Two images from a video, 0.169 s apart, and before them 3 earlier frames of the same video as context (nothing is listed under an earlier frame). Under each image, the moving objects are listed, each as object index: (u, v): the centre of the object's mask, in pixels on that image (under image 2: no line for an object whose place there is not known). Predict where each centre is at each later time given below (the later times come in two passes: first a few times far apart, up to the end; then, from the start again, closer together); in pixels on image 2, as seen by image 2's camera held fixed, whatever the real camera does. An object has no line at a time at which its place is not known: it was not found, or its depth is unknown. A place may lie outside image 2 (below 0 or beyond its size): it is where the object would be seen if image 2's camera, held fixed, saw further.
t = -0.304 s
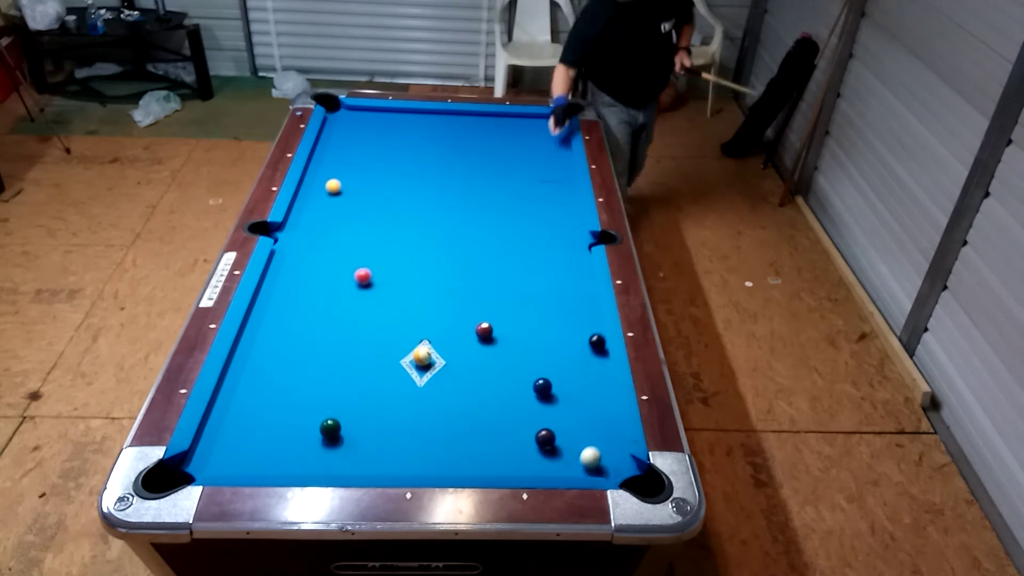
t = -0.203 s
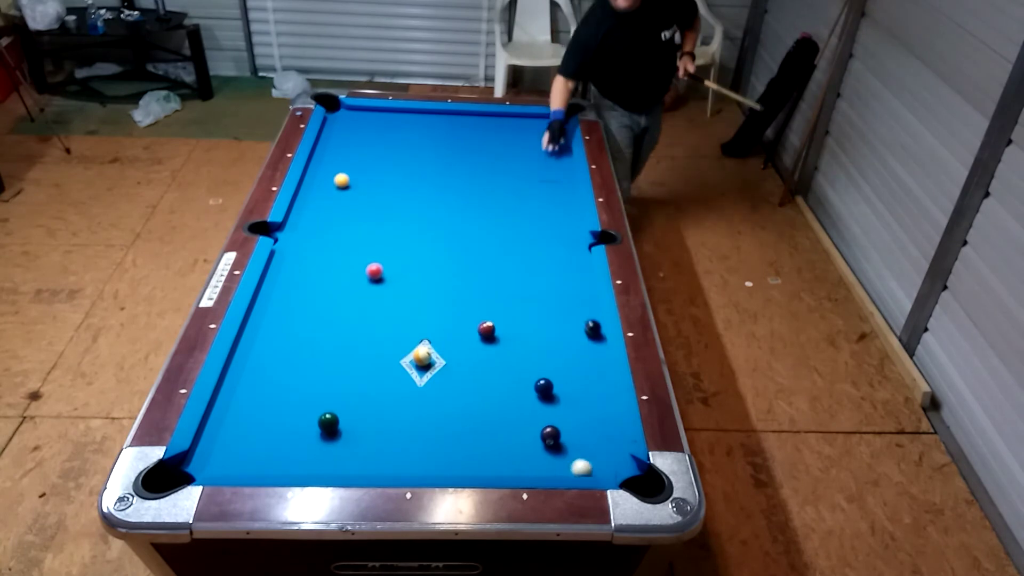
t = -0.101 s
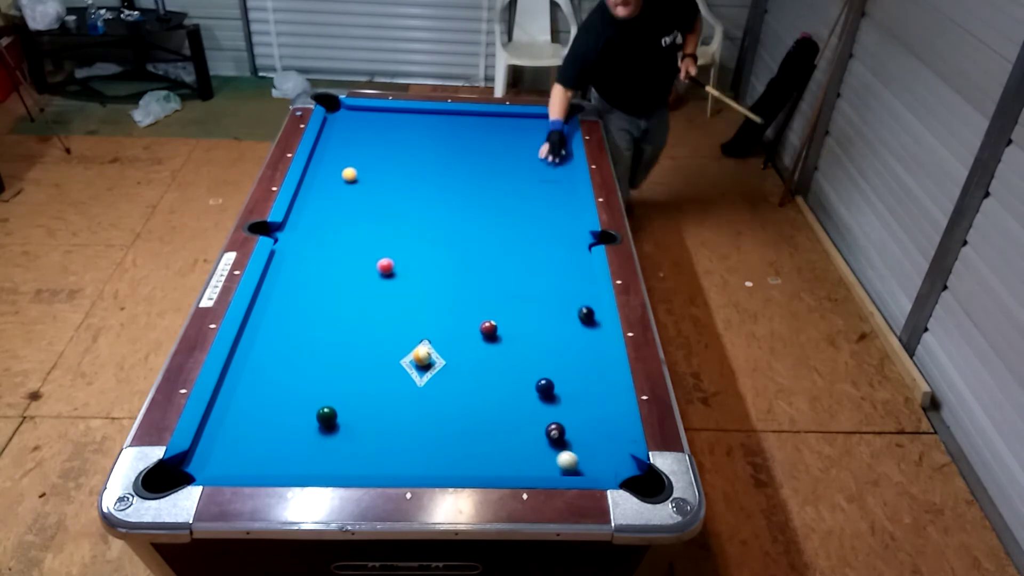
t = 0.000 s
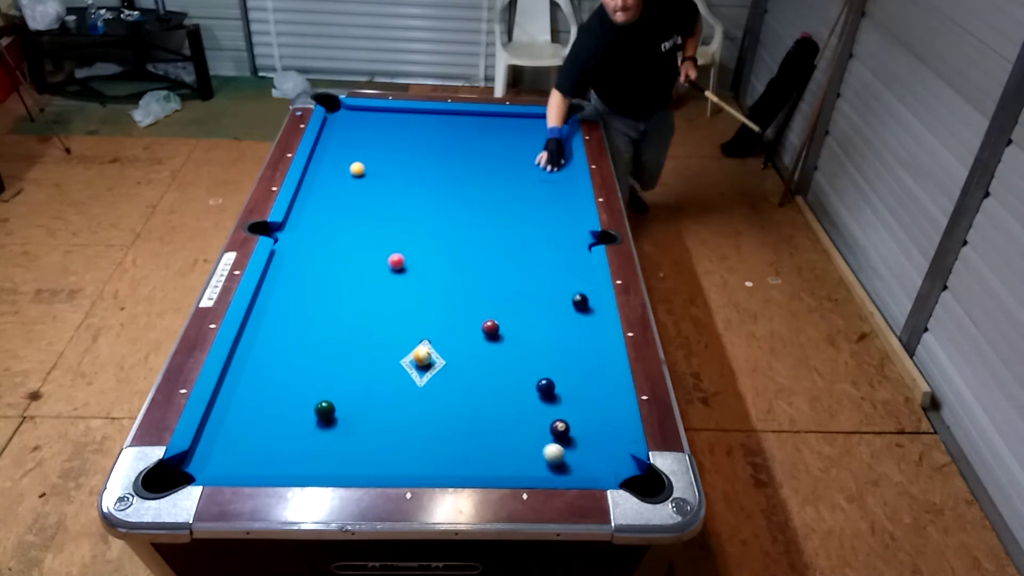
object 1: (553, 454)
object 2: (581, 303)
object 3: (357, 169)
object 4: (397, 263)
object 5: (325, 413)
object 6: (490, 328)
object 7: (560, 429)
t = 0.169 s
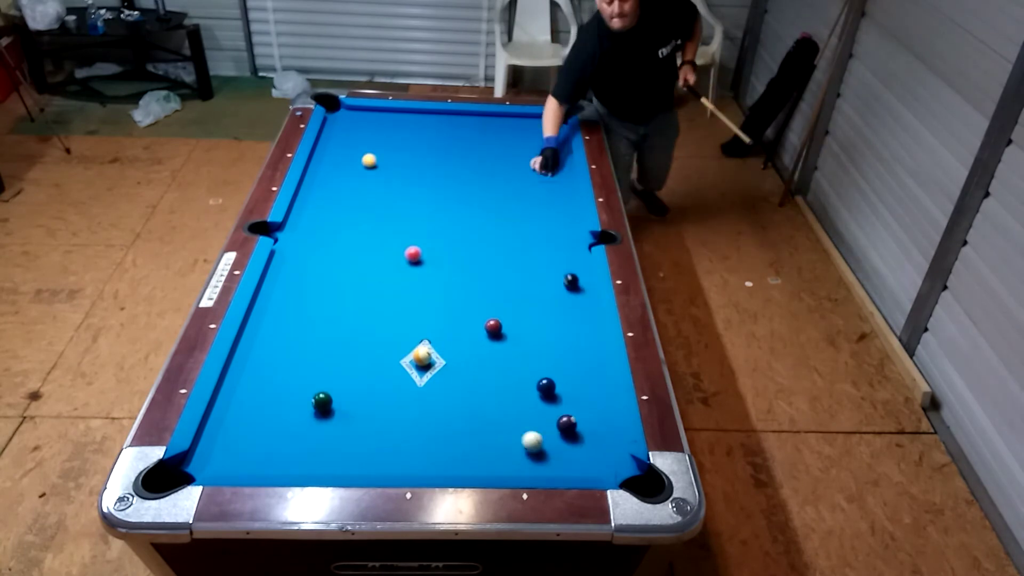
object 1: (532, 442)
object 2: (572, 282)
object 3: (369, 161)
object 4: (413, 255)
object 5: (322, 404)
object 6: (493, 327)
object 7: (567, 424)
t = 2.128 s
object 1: (361, 343)
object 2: (504, 135)
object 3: (463, 123)
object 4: (551, 194)
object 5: (304, 344)
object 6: (500, 324)
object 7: (602, 398)
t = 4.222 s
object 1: (279, 298)
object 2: (442, 138)
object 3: (504, 140)
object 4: (554, 173)
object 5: (301, 338)
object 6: (500, 325)
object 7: (602, 398)
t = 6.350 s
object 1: (272, 293)
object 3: (508, 141)
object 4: (554, 173)
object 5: (301, 338)
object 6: (500, 325)
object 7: (602, 397)
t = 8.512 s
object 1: (272, 293)
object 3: (508, 141)
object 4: (554, 173)
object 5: (301, 338)
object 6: (500, 325)
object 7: (602, 398)
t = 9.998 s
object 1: (272, 293)
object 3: (508, 141)
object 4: (554, 173)
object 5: (301, 338)
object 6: (500, 325)
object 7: (602, 398)
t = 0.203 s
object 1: (528, 440)
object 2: (570, 279)
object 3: (371, 159)
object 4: (417, 254)
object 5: (322, 402)
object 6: (494, 327)
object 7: (568, 424)
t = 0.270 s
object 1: (520, 435)
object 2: (566, 271)
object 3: (376, 156)
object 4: (423, 251)
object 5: (321, 399)
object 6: (495, 327)
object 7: (570, 422)
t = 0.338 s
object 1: (512, 430)
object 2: (563, 264)
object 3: (380, 153)
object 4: (429, 248)
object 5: (320, 395)
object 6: (496, 326)
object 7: (573, 420)
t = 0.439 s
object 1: (501, 424)
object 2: (558, 254)
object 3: (387, 148)
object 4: (438, 244)
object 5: (319, 391)
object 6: (497, 326)
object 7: (576, 418)
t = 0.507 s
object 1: (493, 420)
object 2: (555, 247)
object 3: (391, 145)
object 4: (444, 241)
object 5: (318, 388)
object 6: (498, 325)
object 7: (579, 416)
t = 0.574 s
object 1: (486, 415)
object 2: (552, 240)
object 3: (396, 142)
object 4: (450, 239)
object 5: (317, 385)
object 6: (498, 326)
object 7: (581, 415)
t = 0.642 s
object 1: (479, 411)
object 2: (549, 234)
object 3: (400, 139)
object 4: (455, 236)
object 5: (316, 382)
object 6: (499, 325)
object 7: (583, 414)
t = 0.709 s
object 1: (472, 407)
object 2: (546, 228)
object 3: (403, 137)
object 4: (461, 234)
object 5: (316, 379)
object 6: (499, 325)
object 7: (584, 412)
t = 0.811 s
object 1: (462, 401)
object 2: (542, 219)
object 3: (409, 133)
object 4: (469, 230)
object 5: (315, 375)
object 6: (499, 325)
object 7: (587, 411)
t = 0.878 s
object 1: (456, 398)
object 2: (540, 214)
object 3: (413, 130)
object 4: (474, 228)
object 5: (314, 373)
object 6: (500, 325)
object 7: (589, 410)
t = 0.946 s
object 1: (450, 394)
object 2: (537, 208)
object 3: (417, 128)
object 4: (479, 226)
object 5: (314, 370)
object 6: (500, 324)
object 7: (590, 409)
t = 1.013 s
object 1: (444, 390)
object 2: (535, 203)
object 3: (421, 125)
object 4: (484, 224)
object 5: (313, 368)
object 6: (500, 325)
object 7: (591, 408)
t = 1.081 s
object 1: (438, 387)
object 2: (532, 198)
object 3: (424, 123)
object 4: (488, 221)
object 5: (312, 366)
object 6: (500, 325)
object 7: (593, 408)
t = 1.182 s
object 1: (429, 381)
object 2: (529, 191)
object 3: (429, 120)
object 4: (496, 218)
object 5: (312, 364)
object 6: (500, 324)
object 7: (594, 405)
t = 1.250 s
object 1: (423, 377)
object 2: (527, 186)
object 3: (433, 117)
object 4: (500, 216)
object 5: (311, 361)
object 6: (500, 324)
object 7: (596, 405)
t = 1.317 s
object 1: (418, 375)
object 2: (525, 182)
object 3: (436, 115)
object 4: (504, 214)
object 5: (311, 359)
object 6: (500, 324)
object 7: (596, 403)
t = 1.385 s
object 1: (413, 372)
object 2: (523, 177)
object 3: (439, 113)
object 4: (509, 212)
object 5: (310, 358)
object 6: (500, 324)
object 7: (597, 402)
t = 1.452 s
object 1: (408, 369)
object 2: (521, 172)
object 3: (442, 113)
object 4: (513, 210)
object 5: (309, 356)
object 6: (500, 324)
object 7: (598, 402)
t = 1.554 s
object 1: (400, 365)
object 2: (518, 166)
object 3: (445, 115)
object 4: (519, 207)
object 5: (309, 354)
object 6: (500, 324)
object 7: (599, 400)
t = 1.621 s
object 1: (395, 362)
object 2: (516, 162)
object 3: (448, 116)
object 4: (523, 206)
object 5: (308, 352)
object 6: (500, 324)
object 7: (600, 400)
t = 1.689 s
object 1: (390, 359)
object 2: (514, 158)
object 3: (450, 117)
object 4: (527, 204)
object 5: (308, 351)
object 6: (500, 324)
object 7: (600, 400)
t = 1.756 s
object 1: (385, 357)
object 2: (512, 154)
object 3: (452, 118)
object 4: (531, 202)
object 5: (307, 350)
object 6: (500, 324)
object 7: (601, 399)
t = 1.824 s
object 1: (380, 354)
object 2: (511, 150)
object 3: (454, 119)
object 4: (535, 201)
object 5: (306, 349)
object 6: (500, 324)
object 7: (601, 399)
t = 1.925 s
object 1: (373, 350)
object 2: (508, 145)
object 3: (457, 121)
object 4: (540, 198)
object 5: (306, 347)
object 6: (500, 324)
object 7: (601, 398)
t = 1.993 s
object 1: (369, 348)
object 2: (507, 142)
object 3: (459, 122)
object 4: (544, 197)
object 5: (305, 346)
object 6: (500, 324)
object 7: (601, 398)
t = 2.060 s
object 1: (365, 346)
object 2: (505, 138)
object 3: (461, 122)
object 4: (547, 195)
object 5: (305, 345)
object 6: (500, 324)
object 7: (602, 398)
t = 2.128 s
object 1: (361, 343)
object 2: (504, 135)
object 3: (463, 123)
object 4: (551, 194)
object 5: (304, 344)
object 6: (500, 324)
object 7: (602, 398)
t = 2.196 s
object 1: (357, 341)
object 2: (502, 132)
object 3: (465, 124)
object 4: (554, 192)
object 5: (304, 343)
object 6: (500, 324)
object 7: (602, 398)
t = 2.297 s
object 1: (351, 338)
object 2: (500, 127)
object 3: (467, 126)
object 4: (559, 190)
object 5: (303, 342)
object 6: (500, 324)
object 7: (602, 398)
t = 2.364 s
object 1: (347, 336)
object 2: (499, 124)
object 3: (469, 127)
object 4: (562, 189)
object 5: (303, 341)
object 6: (500, 324)
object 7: (602, 398)
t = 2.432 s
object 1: (343, 334)
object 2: (497, 122)
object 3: (471, 127)
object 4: (565, 187)
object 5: (302, 341)
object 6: (500, 325)
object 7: (602, 398)
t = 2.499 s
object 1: (340, 331)
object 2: (496, 118)
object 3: (473, 128)
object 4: (568, 186)
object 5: (302, 340)
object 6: (500, 325)
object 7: (602, 398)
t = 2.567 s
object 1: (337, 330)
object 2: (495, 116)
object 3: (475, 129)
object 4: (571, 185)
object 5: (302, 340)
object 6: (500, 325)
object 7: (602, 398)
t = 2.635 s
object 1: (334, 328)
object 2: (492, 117)
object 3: (476, 130)
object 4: (571, 184)
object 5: (302, 339)
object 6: (500, 324)
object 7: (602, 398)
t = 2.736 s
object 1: (329, 325)
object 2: (488, 118)
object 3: (479, 131)
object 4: (569, 182)
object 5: (301, 339)
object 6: (500, 324)
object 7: (602, 398)
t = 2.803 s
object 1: (325, 323)
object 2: (485, 120)
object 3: (480, 132)
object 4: (567, 182)
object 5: (301, 339)
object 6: (500, 325)
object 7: (602, 398)
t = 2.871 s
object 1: (322, 321)
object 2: (482, 120)
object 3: (482, 133)
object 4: (566, 181)
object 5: (301, 339)
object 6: (500, 325)
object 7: (602, 398)
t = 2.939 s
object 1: (320, 320)
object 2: (479, 121)
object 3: (484, 133)
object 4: (564, 180)
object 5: (301, 339)
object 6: (500, 324)
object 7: (602, 397)
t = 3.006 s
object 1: (317, 318)
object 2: (477, 122)
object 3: (485, 134)
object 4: (563, 179)
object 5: (301, 338)
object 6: (500, 325)
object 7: (602, 398)
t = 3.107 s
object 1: (313, 316)
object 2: (474, 124)
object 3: (487, 134)
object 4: (562, 178)
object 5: (301, 338)
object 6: (500, 325)
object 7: (602, 398)
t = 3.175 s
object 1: (310, 314)
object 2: (471, 125)
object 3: (489, 135)
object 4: (560, 178)
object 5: (301, 338)
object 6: (500, 324)
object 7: (602, 398)
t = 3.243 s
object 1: (308, 313)
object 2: (468, 126)
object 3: (490, 135)
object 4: (559, 177)
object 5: (301, 338)
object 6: (500, 325)
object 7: (602, 398)
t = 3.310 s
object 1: (305, 311)
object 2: (466, 126)
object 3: (491, 136)
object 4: (558, 177)
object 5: (301, 338)
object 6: (500, 325)
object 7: (602, 398)
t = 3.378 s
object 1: (303, 310)
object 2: (464, 128)
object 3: (493, 136)
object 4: (558, 176)
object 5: (301, 338)
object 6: (500, 325)
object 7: (602, 398)
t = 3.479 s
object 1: (299, 308)
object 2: (461, 129)
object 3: (494, 137)
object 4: (557, 175)
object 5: (301, 338)
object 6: (500, 325)
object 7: (602, 398)
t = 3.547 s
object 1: (297, 307)
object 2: (459, 130)
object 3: (496, 137)
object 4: (556, 175)
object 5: (301, 338)
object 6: (500, 325)
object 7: (602, 398)
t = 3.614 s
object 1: (295, 306)
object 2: (457, 131)
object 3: (497, 137)
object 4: (556, 175)
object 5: (301, 338)
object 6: (500, 325)
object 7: (602, 398)
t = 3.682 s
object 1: (293, 305)
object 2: (455, 132)
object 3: (498, 138)
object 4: (555, 174)
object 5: (301, 338)
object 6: (500, 325)
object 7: (602, 398)
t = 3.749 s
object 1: (291, 304)
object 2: (453, 133)
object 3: (499, 138)
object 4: (555, 174)
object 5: (301, 338)
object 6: (500, 325)
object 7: (602, 398)
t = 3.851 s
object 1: (288, 303)
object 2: (451, 134)
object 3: (500, 139)
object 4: (554, 174)
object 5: (301, 338)
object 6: (500, 325)
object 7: (602, 398)
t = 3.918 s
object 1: (286, 302)
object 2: (449, 135)
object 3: (501, 139)
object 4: (554, 173)
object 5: (301, 338)
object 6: (500, 325)
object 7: (602, 398)
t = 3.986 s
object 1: (284, 301)
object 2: (447, 135)
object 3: (502, 139)
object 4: (554, 173)
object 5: (301, 338)
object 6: (500, 325)
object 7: (602, 398)
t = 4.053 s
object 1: (283, 300)
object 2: (446, 136)
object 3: (503, 139)
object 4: (554, 173)
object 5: (301, 339)
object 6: (500, 325)
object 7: (602, 398)
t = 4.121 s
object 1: (281, 299)
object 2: (444, 137)
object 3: (503, 140)
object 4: (554, 173)
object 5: (301, 339)
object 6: (500, 325)
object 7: (602, 398)
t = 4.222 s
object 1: (279, 298)
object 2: (442, 138)
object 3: (504, 140)
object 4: (554, 173)
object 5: (301, 338)
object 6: (500, 325)
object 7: (602, 398)
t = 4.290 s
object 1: (278, 297)
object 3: (505, 140)
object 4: (554, 173)
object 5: (301, 339)
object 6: (500, 325)
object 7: (602, 398)
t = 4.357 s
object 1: (277, 297)
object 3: (506, 140)
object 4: (554, 173)
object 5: (301, 339)
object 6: (500, 325)
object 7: (602, 398)
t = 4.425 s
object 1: (276, 296)
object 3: (506, 140)
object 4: (554, 173)
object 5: (301, 338)
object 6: (500, 325)
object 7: (602, 398)
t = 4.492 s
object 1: (275, 295)
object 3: (506, 140)
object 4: (554, 173)
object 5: (301, 338)
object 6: (500, 325)
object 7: (602, 398)
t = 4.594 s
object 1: (274, 295)
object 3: (507, 140)
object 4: (554, 173)
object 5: (301, 338)
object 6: (500, 325)
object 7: (602, 398)
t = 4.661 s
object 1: (274, 294)
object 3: (507, 141)
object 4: (554, 173)
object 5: (301, 338)
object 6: (500, 325)
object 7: (602, 397)
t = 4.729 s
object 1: (273, 294)
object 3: (507, 141)
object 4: (554, 173)
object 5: (301, 338)
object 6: (500, 325)
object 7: (602, 398)
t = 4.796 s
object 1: (273, 293)
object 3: (508, 141)
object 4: (554, 173)
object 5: (301, 338)
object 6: (500, 325)
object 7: (602, 398)
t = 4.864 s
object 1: (272, 293)
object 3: (508, 141)
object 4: (554, 173)
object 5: (301, 338)
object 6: (500, 325)
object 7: (602, 398)
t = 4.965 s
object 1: (272, 293)
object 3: (508, 141)
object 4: (554, 173)
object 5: (301, 338)
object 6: (500, 325)
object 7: (602, 398)
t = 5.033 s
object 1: (272, 293)
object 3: (508, 141)
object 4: (554, 173)
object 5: (301, 339)
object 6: (500, 325)
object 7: (602, 398)
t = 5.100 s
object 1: (272, 293)
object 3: (508, 141)
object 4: (554, 173)
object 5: (301, 338)
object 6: (500, 325)
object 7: (602, 398)
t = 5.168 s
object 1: (272, 293)
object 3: (508, 141)
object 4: (554, 173)
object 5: (301, 338)
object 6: (500, 325)
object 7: (602, 398)
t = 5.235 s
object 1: (272, 293)
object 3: (508, 141)
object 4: (554, 173)
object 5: (301, 338)
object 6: (500, 325)
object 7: (602, 398)
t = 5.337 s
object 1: (272, 293)
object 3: (508, 141)
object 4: (554, 173)
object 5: (301, 339)
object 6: (500, 325)
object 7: (602, 398)
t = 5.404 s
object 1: (272, 293)
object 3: (508, 141)
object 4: (554, 173)
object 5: (301, 338)
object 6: (500, 325)
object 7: (602, 398)
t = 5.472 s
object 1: (272, 293)
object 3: (508, 141)
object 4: (554, 173)
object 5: (301, 338)
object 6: (500, 325)
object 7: (602, 398)
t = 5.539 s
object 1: (272, 293)
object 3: (508, 141)
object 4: (554, 173)
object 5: (301, 338)
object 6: (500, 325)
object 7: (602, 397)
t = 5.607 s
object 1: (272, 293)
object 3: (508, 141)
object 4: (554, 173)
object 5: (301, 338)
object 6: (500, 325)
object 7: (602, 398)
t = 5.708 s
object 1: (272, 293)
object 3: (508, 141)
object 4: (554, 173)
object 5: (301, 338)
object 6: (500, 325)
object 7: (602, 398)
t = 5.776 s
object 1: (272, 293)
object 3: (508, 141)
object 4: (554, 173)
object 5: (301, 338)
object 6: (500, 325)
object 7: (602, 398)
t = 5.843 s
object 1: (272, 293)
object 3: (508, 141)
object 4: (554, 173)
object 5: (301, 338)
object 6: (500, 325)
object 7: (602, 398)
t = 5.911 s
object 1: (272, 293)
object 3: (508, 141)
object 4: (554, 173)
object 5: (301, 338)
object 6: (500, 325)
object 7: (602, 398)
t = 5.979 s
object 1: (272, 293)
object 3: (508, 141)
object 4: (554, 173)
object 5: (301, 338)
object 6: (500, 325)
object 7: (602, 398)
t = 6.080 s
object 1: (272, 293)
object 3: (508, 141)
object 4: (554, 173)
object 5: (301, 338)
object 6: (500, 325)
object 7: (602, 398)
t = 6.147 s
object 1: (272, 293)
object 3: (508, 141)
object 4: (554, 173)
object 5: (301, 338)
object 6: (500, 325)
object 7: (602, 398)
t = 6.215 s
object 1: (272, 293)
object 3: (508, 141)
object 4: (554, 173)
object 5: (301, 338)
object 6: (500, 325)
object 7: (602, 398)
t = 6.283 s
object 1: (272, 293)
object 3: (508, 141)
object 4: (554, 173)
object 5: (301, 339)
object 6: (500, 325)
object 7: (602, 398)
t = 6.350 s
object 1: (272, 293)
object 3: (508, 141)
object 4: (554, 173)
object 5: (301, 338)
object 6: (500, 325)
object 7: (602, 397)
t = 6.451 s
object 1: (272, 293)
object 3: (508, 141)
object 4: (554, 173)
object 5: (301, 338)
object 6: (500, 325)
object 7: (602, 398)
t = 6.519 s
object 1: (272, 293)
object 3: (508, 141)
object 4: (554, 173)
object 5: (301, 339)
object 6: (500, 325)
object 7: (602, 398)
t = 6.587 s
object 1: (272, 293)
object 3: (508, 141)
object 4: (554, 173)
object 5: (301, 339)
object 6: (500, 325)
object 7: (602, 398)
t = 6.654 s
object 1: (272, 293)
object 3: (508, 141)
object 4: (554, 173)
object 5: (301, 338)
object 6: (500, 325)
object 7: (602, 398)
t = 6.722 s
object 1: (272, 293)
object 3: (508, 141)
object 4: (554, 173)
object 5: (301, 338)
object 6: (500, 325)
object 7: (602, 398)
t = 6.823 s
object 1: (272, 293)
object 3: (508, 141)
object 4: (554, 173)
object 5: (301, 338)
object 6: (500, 324)
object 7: (602, 398)
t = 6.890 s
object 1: (272, 293)
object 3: (508, 141)
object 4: (554, 173)
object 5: (301, 338)
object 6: (500, 325)
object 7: (602, 398)
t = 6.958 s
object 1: (272, 293)
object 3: (508, 141)
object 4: (554, 173)
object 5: (301, 338)
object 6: (500, 325)
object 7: (602, 398)
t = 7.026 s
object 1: (272, 293)
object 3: (508, 141)
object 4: (554, 173)
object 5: (301, 339)
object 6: (500, 325)
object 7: (602, 398)
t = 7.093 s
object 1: (272, 293)
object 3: (508, 141)
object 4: (554, 173)
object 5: (301, 338)
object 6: (500, 325)
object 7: (602, 398)
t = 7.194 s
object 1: (272, 293)
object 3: (508, 141)
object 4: (554, 173)
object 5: (301, 338)
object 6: (500, 325)
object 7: (602, 398)
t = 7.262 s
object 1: (272, 293)
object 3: (508, 141)
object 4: (554, 173)
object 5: (301, 339)
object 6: (500, 325)
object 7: (602, 398)
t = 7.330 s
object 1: (272, 293)
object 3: (508, 141)
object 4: (554, 173)
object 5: (301, 338)
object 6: (500, 325)
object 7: (602, 397)
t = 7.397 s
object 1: (272, 293)
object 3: (508, 141)
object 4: (554, 173)
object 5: (301, 338)
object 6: (500, 325)
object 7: (602, 398)
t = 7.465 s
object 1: (272, 293)
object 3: (508, 141)
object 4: (554, 173)
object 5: (301, 338)
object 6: (500, 325)
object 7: (602, 398)
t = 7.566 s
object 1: (272, 293)
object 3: (508, 141)
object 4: (554, 173)
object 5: (301, 339)
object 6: (500, 325)
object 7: (602, 398)
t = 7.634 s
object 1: (272, 293)
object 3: (508, 141)
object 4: (554, 173)
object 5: (301, 338)
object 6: (500, 325)
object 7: (602, 398)
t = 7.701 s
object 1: (272, 293)
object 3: (508, 141)
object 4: (554, 173)
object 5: (301, 338)
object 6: (500, 325)
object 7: (602, 398)
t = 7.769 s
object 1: (272, 293)
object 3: (508, 141)
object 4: (554, 173)
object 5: (301, 338)
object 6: (500, 325)
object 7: (602, 398)
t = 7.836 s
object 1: (272, 293)
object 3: (508, 141)
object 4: (554, 173)
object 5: (301, 338)
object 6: (500, 325)
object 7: (602, 398)
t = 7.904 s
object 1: (272, 293)
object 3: (508, 141)
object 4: (554, 173)
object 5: (301, 338)
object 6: (500, 325)
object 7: (602, 398)
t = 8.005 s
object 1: (272, 293)
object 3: (508, 141)
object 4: (554, 173)
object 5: (301, 338)
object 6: (500, 325)
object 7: (602, 398)
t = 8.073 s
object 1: (272, 293)
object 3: (508, 141)
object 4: (554, 173)
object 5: (301, 338)
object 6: (500, 325)
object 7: (602, 398)
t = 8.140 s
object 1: (272, 293)
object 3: (508, 141)
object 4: (554, 173)
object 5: (301, 338)
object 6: (500, 325)
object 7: (602, 398)
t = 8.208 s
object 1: (272, 293)
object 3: (508, 141)
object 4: (554, 173)
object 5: (301, 338)
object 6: (500, 325)
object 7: (602, 398)
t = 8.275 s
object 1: (272, 293)
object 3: (508, 141)
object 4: (554, 173)
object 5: (301, 338)
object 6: (500, 325)
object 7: (602, 398)
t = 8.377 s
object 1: (272, 293)
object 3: (508, 141)
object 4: (554, 173)
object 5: (301, 338)
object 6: (500, 325)
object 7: (602, 398)
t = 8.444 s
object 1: (272, 293)
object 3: (508, 141)
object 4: (554, 173)
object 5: (301, 338)
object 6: (500, 325)
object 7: (602, 398)
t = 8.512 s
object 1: (272, 293)
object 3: (508, 141)
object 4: (554, 173)
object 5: (301, 338)
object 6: (500, 325)
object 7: (602, 398)
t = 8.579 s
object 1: (272, 293)
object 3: (508, 141)
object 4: (554, 173)
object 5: (301, 338)
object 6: (500, 325)
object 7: (602, 397)
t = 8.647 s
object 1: (272, 293)
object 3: (508, 141)
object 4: (554, 173)
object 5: (301, 338)
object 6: (500, 325)
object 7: (602, 398)
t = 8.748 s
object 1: (272, 293)
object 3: (508, 141)
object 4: (554, 173)
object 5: (301, 339)
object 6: (500, 325)
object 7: (602, 398)
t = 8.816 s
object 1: (272, 293)
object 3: (508, 141)
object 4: (554, 173)
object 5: (301, 338)
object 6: (500, 325)
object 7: (602, 398)
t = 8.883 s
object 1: (272, 293)
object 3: (508, 141)
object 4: (554, 173)
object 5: (301, 338)
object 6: (500, 325)
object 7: (602, 398)
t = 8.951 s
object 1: (272, 293)
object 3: (508, 141)
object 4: (554, 173)
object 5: (301, 338)
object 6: (500, 325)
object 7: (602, 398)
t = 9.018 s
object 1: (272, 293)
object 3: (508, 141)
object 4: (554, 173)
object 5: (301, 338)
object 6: (500, 325)
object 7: (602, 398)
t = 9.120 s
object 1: (272, 293)
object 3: (508, 141)
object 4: (554, 173)
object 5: (301, 338)
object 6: (500, 325)
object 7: (602, 398)
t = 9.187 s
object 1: (272, 293)
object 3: (508, 141)
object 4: (554, 173)
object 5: (301, 339)
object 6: (500, 325)
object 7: (602, 398)
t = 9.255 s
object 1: (272, 293)
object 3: (508, 141)
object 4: (554, 173)
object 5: (301, 338)
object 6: (500, 325)
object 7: (602, 398)
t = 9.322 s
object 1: (272, 293)
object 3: (508, 141)
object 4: (554, 173)
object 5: (301, 338)
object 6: (500, 325)
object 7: (602, 398)
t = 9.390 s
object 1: (272, 293)
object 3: (508, 141)
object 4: (554, 173)
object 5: (301, 338)
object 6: (500, 325)
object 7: (602, 398)
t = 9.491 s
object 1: (272, 293)
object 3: (508, 141)
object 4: (554, 173)
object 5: (301, 338)
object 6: (500, 325)
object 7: (602, 398)
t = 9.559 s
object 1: (272, 293)
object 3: (508, 141)
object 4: (554, 173)
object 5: (301, 339)
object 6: (500, 325)
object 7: (602, 398)
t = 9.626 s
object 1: (272, 293)
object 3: (508, 141)
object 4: (554, 173)
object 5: (301, 338)
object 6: (500, 325)
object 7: (602, 398)
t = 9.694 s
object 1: (272, 293)
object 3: (508, 141)
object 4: (554, 173)
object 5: (301, 338)
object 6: (500, 324)
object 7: (602, 398)
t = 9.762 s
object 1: (272, 293)
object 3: (508, 141)
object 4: (554, 173)
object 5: (301, 338)
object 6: (500, 325)
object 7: (602, 398)
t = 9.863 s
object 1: (272, 293)
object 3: (508, 141)
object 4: (554, 173)
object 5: (301, 339)
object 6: (500, 324)
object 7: (602, 398)
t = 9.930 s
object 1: (272, 293)
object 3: (508, 141)
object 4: (554, 173)
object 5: (301, 339)
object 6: (500, 325)
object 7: (602, 398)
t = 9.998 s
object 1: (272, 293)
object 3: (508, 141)
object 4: (554, 173)
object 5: (301, 338)
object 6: (500, 325)
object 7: (602, 398)
